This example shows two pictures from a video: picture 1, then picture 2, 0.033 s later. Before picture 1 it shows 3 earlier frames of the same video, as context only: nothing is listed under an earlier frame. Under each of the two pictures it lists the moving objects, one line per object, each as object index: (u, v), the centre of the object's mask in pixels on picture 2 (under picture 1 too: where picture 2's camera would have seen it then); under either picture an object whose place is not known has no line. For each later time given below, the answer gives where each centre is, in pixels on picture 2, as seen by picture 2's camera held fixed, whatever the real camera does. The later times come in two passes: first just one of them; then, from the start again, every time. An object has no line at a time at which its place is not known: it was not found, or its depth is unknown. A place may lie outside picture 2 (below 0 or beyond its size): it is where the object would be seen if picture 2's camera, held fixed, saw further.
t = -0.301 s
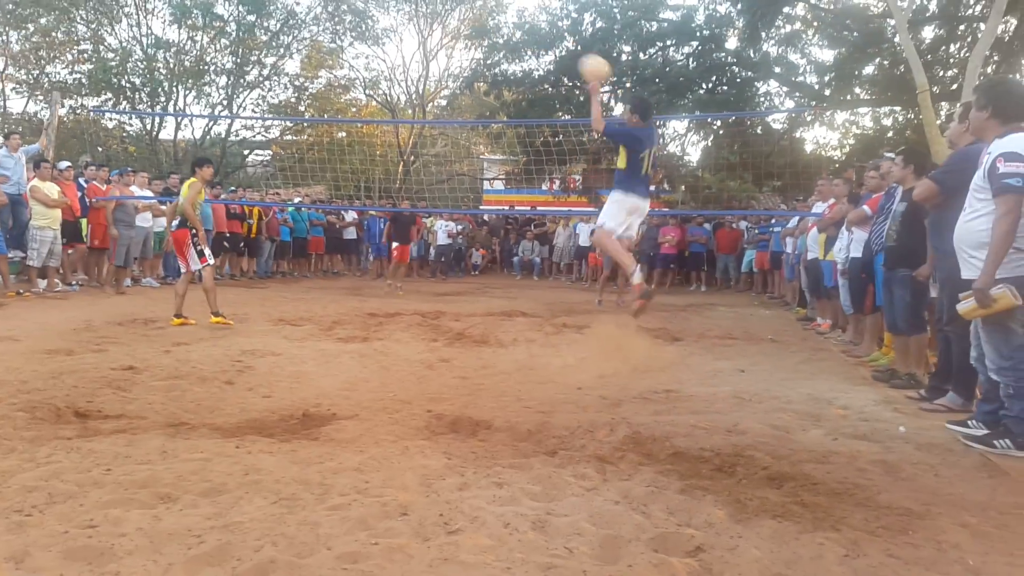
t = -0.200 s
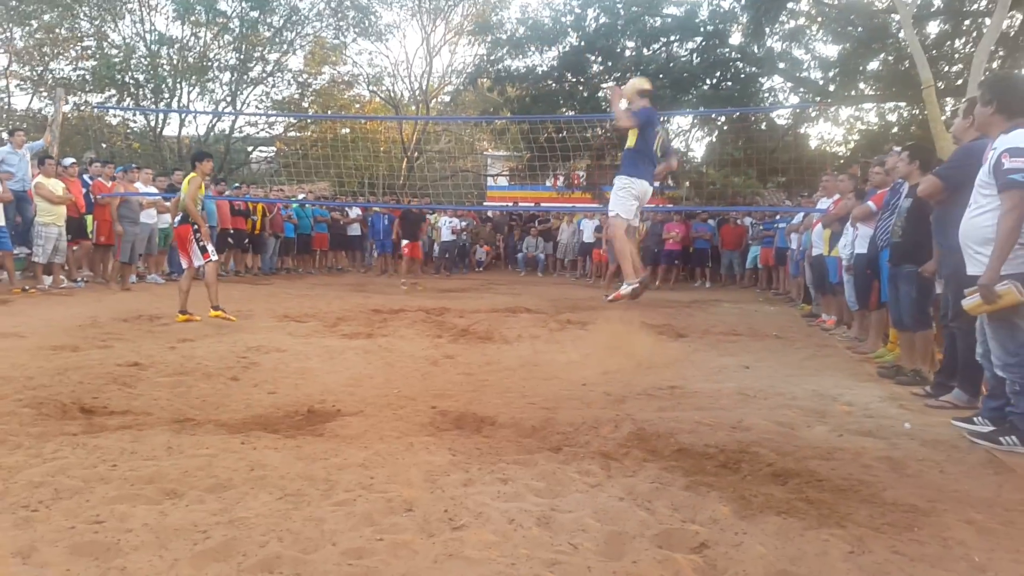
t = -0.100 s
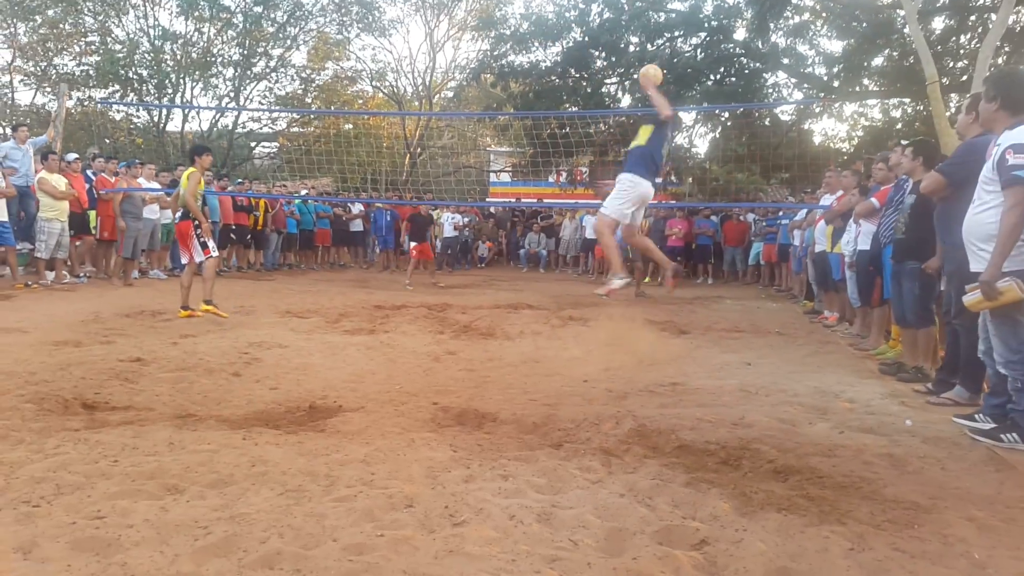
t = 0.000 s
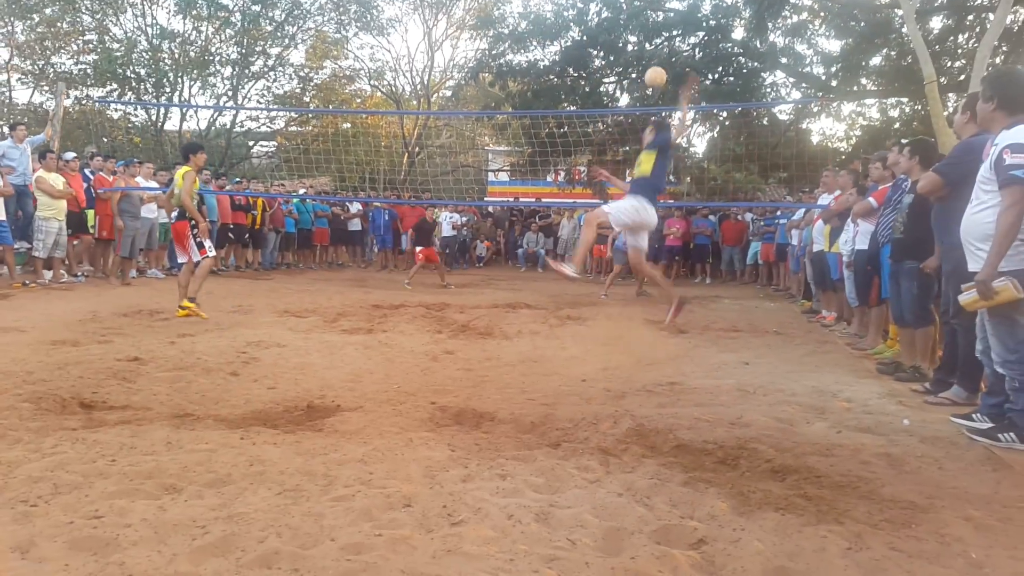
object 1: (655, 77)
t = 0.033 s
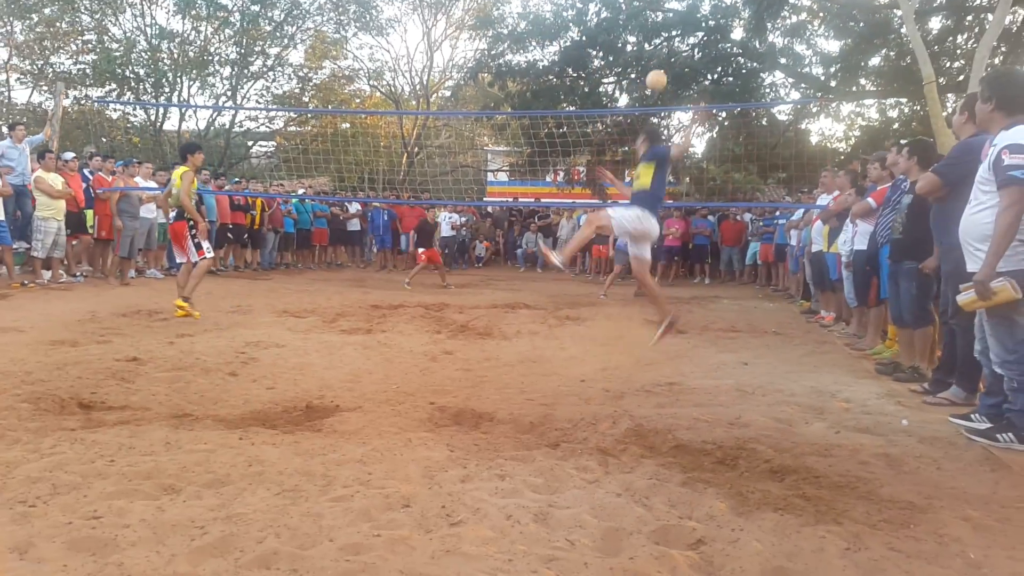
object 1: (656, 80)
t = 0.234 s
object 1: (663, 113)
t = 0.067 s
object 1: (658, 83)
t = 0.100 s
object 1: (659, 88)
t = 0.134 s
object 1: (660, 94)
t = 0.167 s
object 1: (661, 99)
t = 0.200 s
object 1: (662, 102)
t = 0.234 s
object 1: (663, 113)
